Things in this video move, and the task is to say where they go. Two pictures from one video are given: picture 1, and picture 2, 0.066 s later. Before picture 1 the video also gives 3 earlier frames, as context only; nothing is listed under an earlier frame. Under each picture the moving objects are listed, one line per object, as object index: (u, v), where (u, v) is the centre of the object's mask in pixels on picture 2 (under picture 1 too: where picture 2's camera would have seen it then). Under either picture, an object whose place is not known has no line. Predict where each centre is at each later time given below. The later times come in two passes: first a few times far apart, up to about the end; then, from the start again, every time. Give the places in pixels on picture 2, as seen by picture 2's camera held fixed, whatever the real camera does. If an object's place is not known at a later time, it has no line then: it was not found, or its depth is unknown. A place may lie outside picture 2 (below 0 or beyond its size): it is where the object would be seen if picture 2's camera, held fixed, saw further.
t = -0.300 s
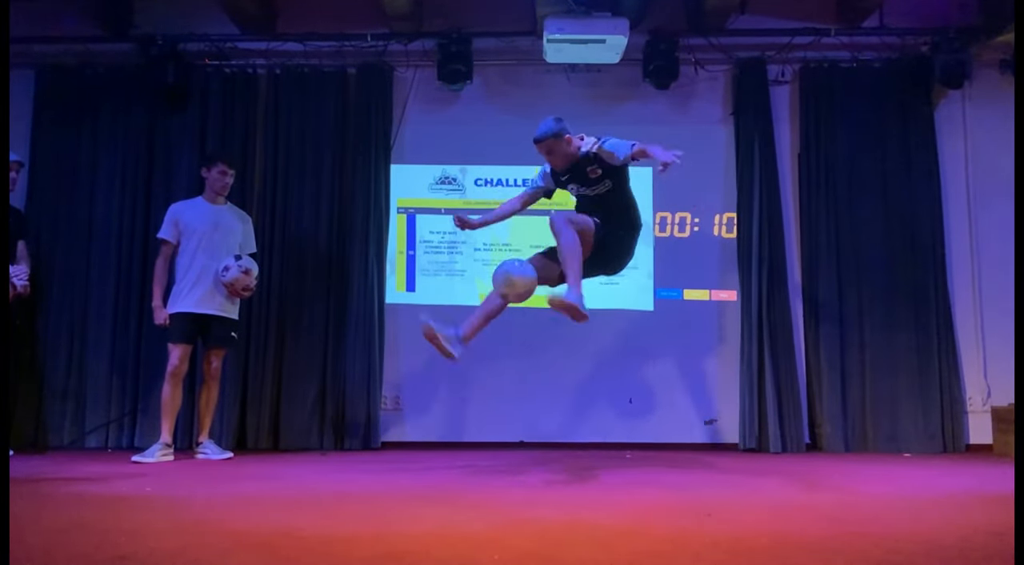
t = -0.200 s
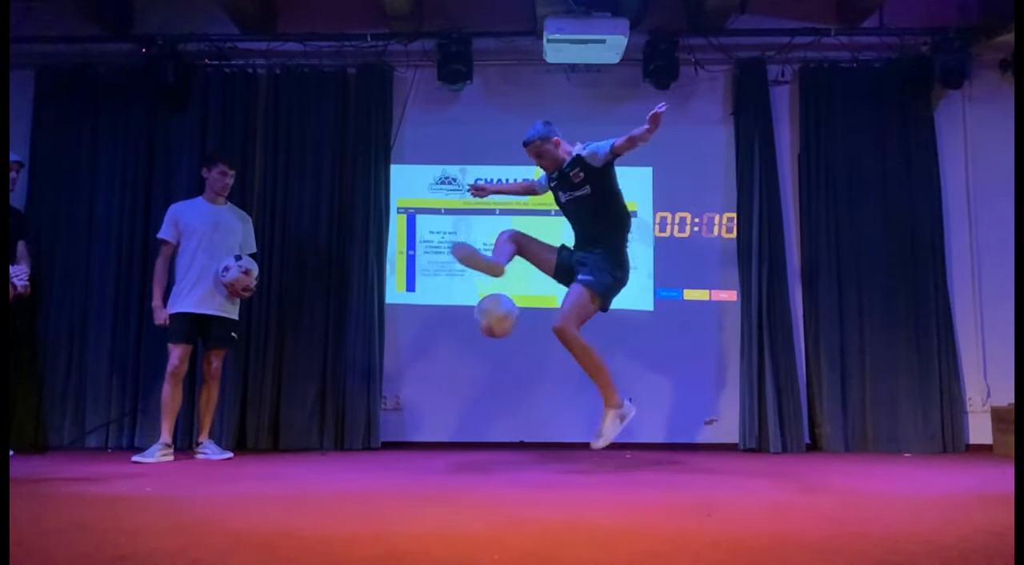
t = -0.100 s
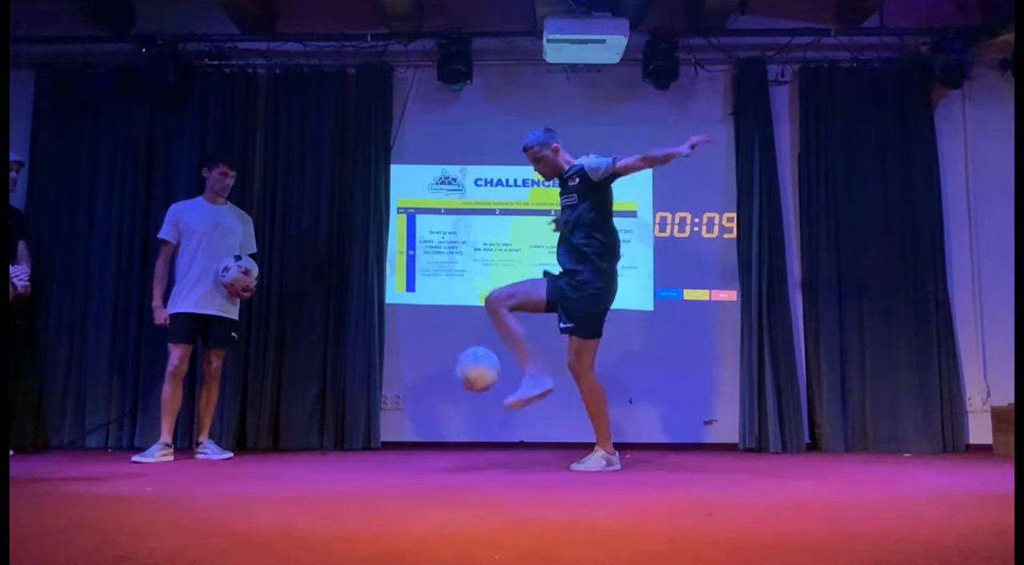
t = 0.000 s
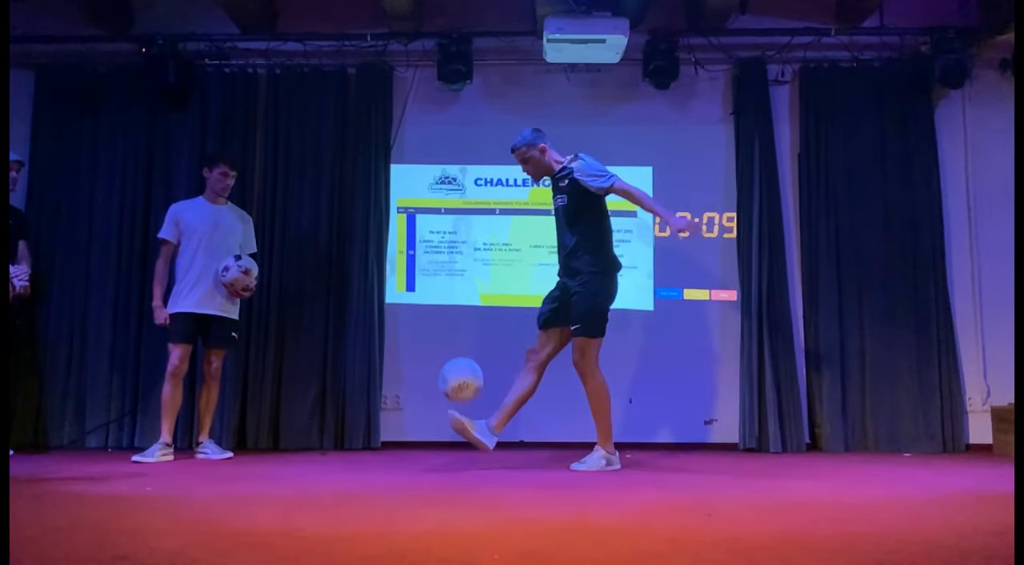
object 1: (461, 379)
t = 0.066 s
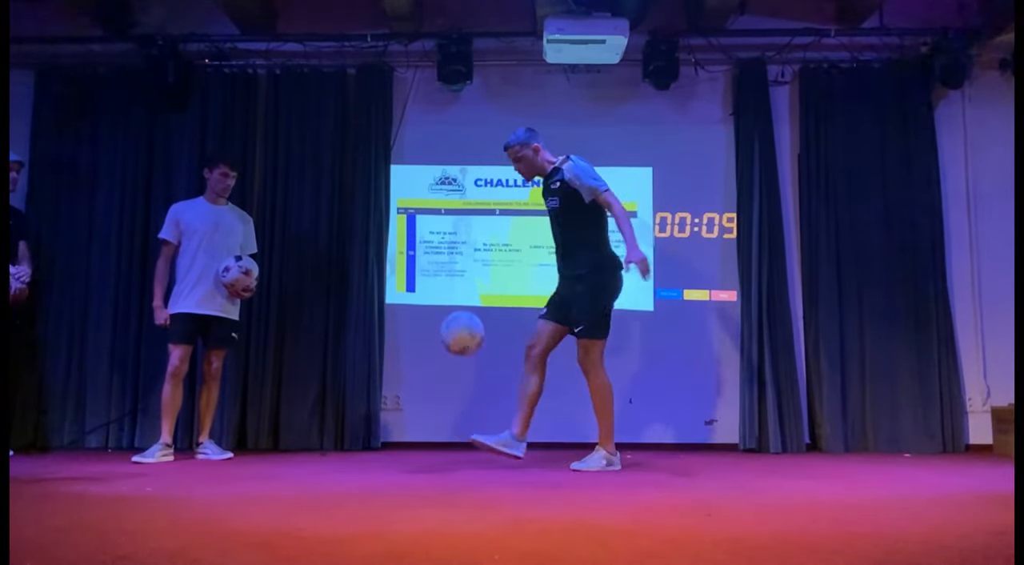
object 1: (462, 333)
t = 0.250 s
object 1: (463, 249)
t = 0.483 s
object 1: (465, 240)
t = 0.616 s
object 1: (465, 283)
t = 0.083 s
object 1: (462, 323)
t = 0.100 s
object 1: (462, 313)
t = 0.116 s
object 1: (462, 304)
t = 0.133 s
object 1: (462, 295)
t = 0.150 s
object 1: (462, 287)
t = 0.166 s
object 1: (462, 277)
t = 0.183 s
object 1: (463, 271)
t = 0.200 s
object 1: (463, 264)
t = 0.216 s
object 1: (463, 259)
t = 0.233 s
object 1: (463, 253)
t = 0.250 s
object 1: (463, 249)
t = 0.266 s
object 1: (463, 244)
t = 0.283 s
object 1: (464, 241)
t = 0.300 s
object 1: (464, 238)
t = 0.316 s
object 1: (464, 236)
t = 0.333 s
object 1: (464, 233)
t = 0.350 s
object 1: (464, 232)
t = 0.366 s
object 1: (464, 231)
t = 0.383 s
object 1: (464, 231)
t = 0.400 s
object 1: (464, 231)
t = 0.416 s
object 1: (464, 231)
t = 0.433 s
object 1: (465, 232)
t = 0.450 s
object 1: (465, 234)
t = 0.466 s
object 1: (464, 237)
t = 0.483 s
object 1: (465, 240)
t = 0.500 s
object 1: (465, 243)
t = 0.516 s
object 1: (465, 247)
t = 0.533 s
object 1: (465, 252)
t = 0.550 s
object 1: (465, 257)
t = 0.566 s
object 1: (465, 263)
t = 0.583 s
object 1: (465, 269)
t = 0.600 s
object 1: (465, 276)
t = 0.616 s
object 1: (465, 283)
